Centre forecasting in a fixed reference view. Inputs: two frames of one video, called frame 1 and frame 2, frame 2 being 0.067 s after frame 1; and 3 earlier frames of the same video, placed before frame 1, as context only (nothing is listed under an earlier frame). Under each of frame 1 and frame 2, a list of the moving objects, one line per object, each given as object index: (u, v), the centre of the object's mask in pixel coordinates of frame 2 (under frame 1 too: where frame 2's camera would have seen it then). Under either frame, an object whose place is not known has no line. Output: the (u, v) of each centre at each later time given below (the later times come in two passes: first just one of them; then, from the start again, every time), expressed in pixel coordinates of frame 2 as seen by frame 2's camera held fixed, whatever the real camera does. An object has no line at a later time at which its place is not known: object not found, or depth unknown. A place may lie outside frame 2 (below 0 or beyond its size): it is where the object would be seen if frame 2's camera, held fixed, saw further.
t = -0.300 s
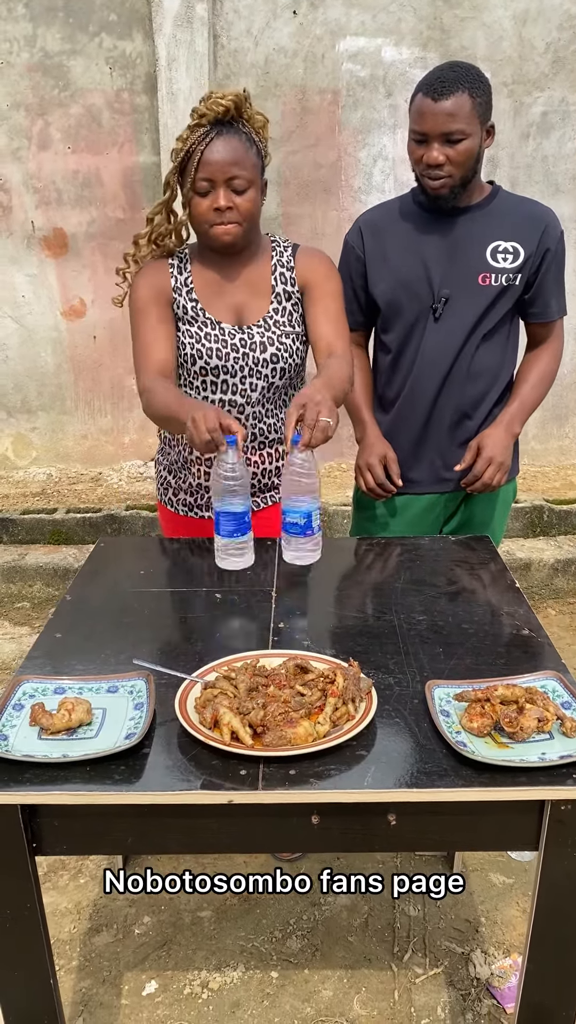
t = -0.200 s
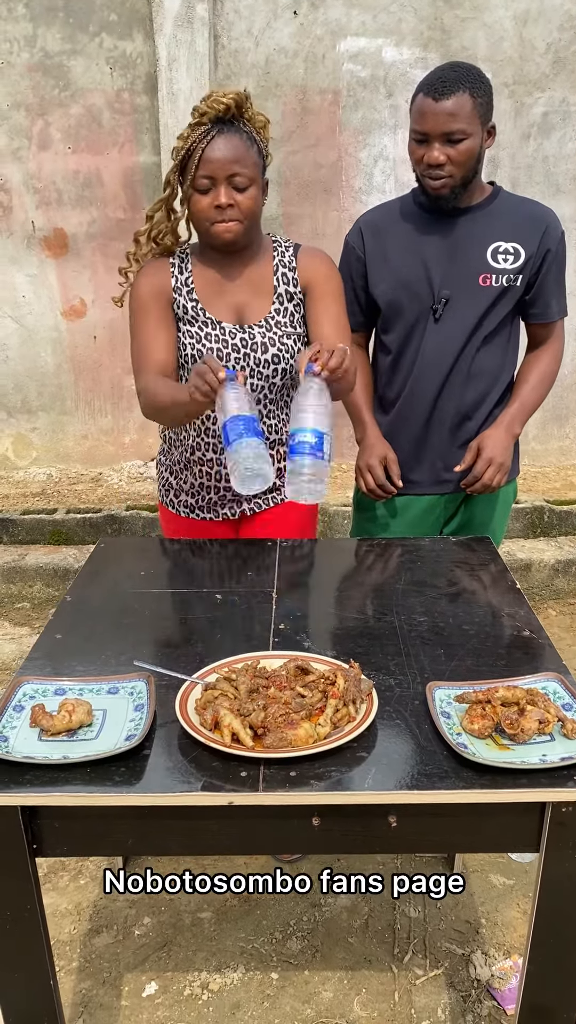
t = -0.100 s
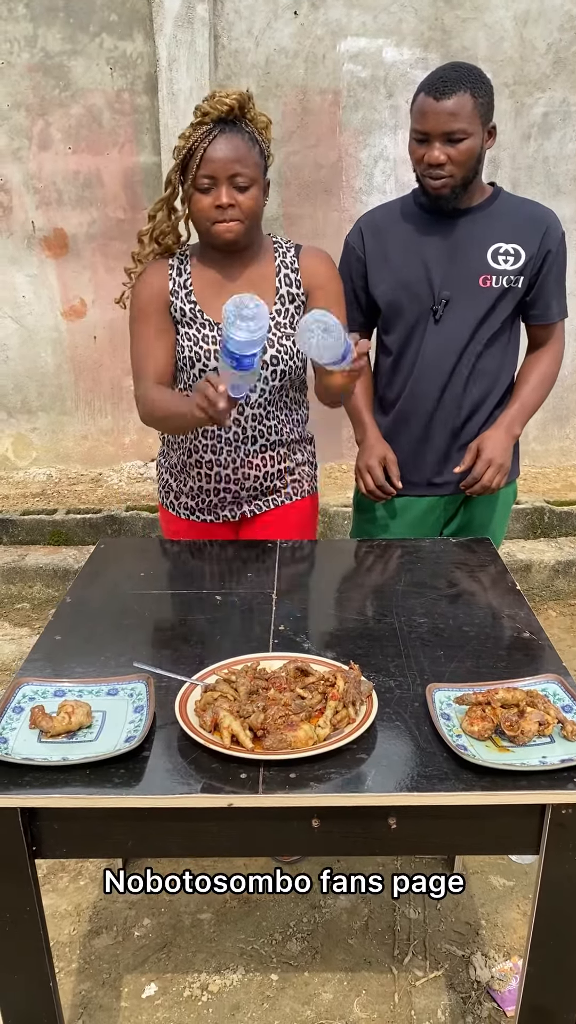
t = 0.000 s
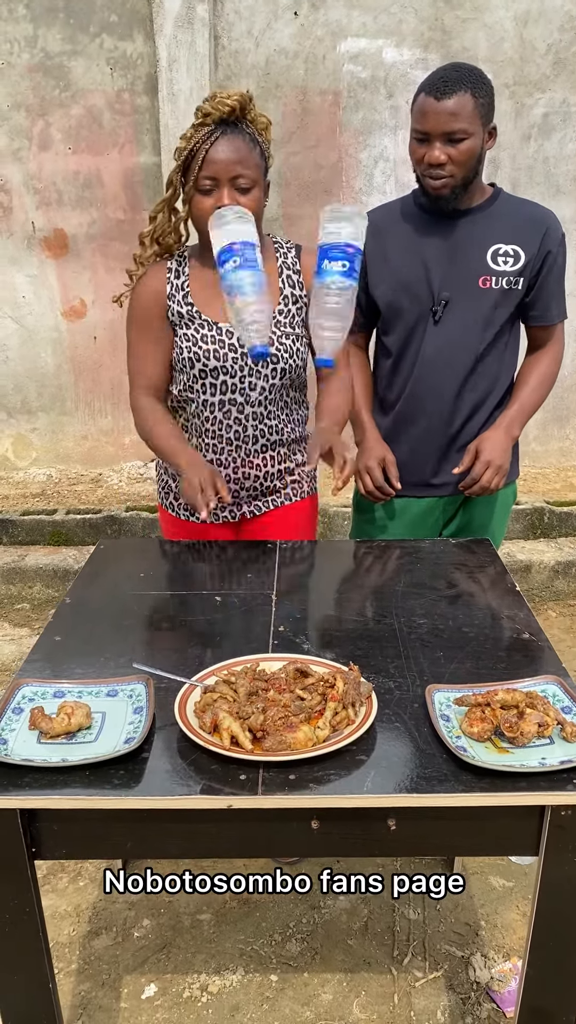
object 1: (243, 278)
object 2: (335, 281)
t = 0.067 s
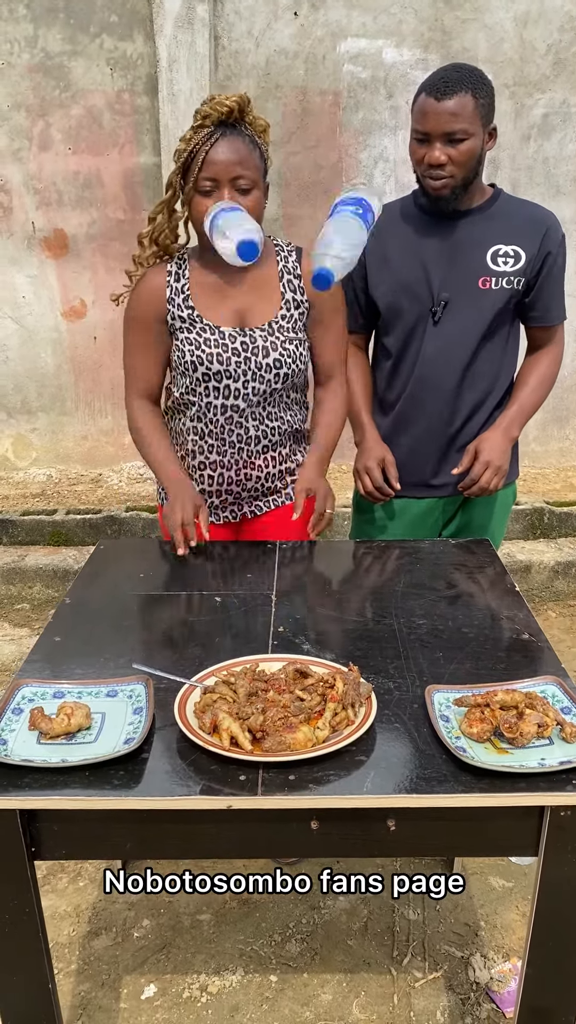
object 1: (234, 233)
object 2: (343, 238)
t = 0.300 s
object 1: (213, 367)
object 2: (373, 343)
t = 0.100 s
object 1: (230, 228)
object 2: (351, 224)
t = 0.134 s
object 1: (226, 231)
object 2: (358, 223)
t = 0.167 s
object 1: (223, 244)
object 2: (362, 234)
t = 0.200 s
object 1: (221, 266)
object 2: (366, 251)
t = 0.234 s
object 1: (218, 294)
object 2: (369, 276)
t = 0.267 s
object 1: (216, 328)
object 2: (371, 307)
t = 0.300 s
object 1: (213, 367)
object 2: (373, 343)
